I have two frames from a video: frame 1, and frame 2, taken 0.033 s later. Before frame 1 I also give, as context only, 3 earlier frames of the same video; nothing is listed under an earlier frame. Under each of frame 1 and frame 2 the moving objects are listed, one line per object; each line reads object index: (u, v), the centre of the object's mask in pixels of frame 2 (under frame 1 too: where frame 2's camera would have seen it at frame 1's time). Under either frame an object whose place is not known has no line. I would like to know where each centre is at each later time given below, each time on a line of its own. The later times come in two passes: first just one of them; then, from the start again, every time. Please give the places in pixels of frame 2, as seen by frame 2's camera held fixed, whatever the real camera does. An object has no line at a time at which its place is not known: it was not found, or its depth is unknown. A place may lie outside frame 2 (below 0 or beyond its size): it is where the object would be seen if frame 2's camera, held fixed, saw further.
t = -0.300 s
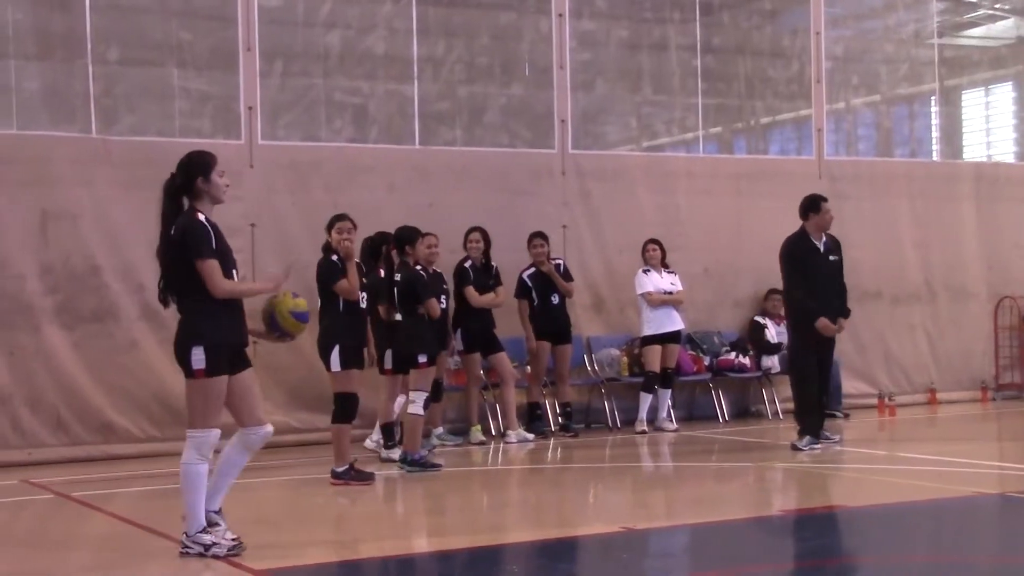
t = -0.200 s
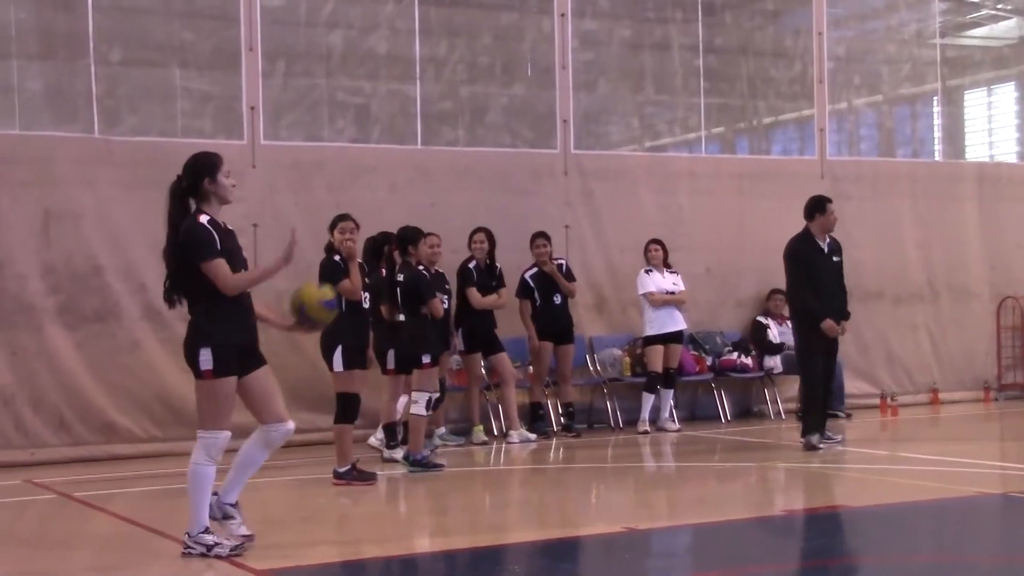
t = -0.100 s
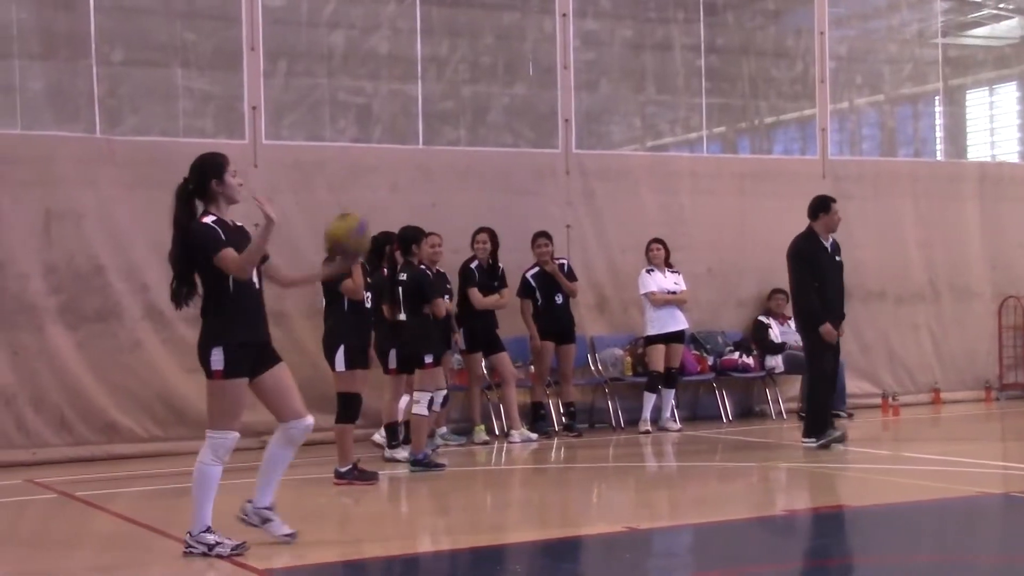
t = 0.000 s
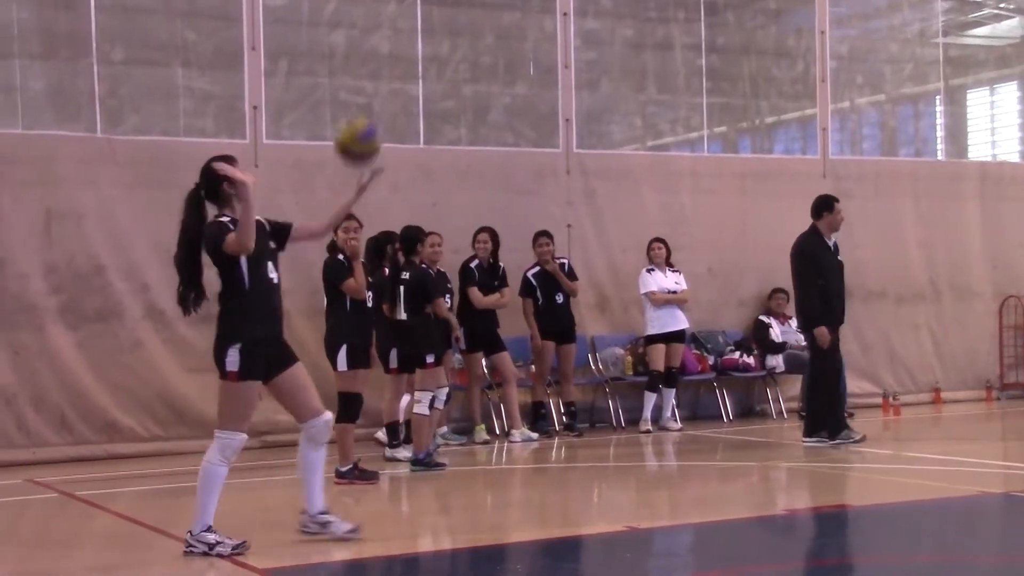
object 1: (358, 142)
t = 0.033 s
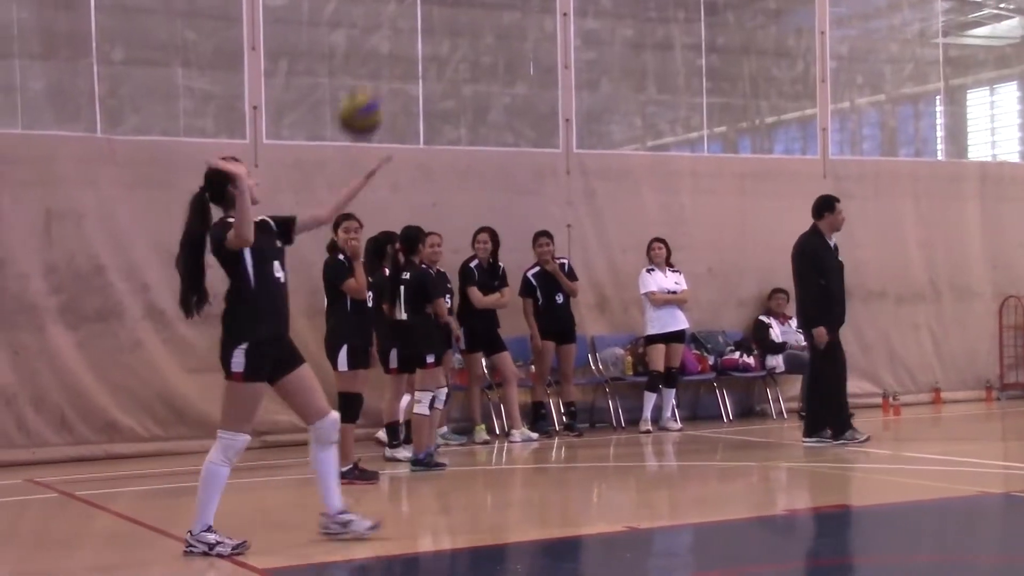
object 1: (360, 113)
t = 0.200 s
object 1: (374, 15)
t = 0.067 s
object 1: (363, 89)
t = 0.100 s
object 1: (364, 67)
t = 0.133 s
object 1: (368, 47)
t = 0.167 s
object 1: (371, 29)
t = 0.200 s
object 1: (374, 15)
